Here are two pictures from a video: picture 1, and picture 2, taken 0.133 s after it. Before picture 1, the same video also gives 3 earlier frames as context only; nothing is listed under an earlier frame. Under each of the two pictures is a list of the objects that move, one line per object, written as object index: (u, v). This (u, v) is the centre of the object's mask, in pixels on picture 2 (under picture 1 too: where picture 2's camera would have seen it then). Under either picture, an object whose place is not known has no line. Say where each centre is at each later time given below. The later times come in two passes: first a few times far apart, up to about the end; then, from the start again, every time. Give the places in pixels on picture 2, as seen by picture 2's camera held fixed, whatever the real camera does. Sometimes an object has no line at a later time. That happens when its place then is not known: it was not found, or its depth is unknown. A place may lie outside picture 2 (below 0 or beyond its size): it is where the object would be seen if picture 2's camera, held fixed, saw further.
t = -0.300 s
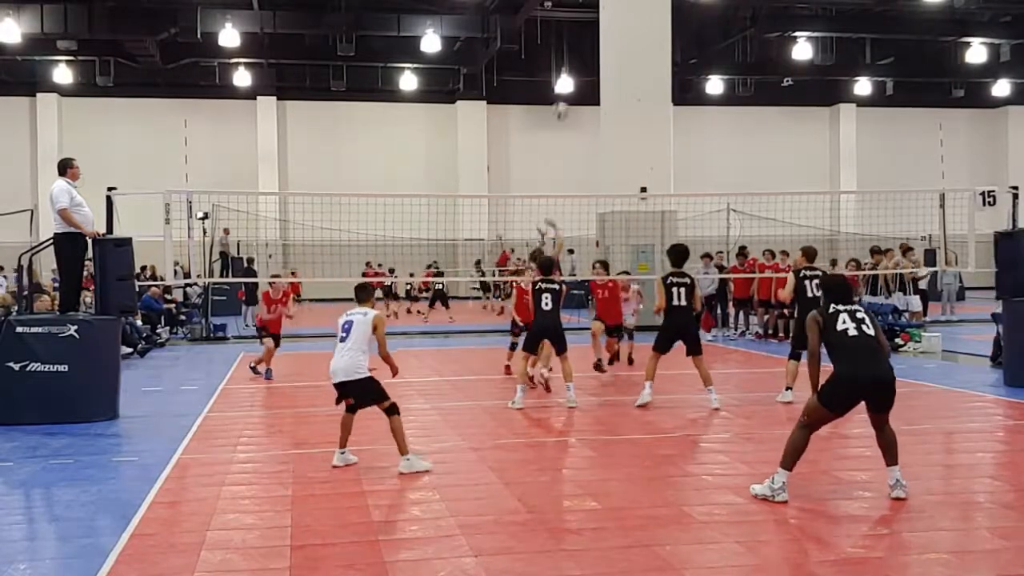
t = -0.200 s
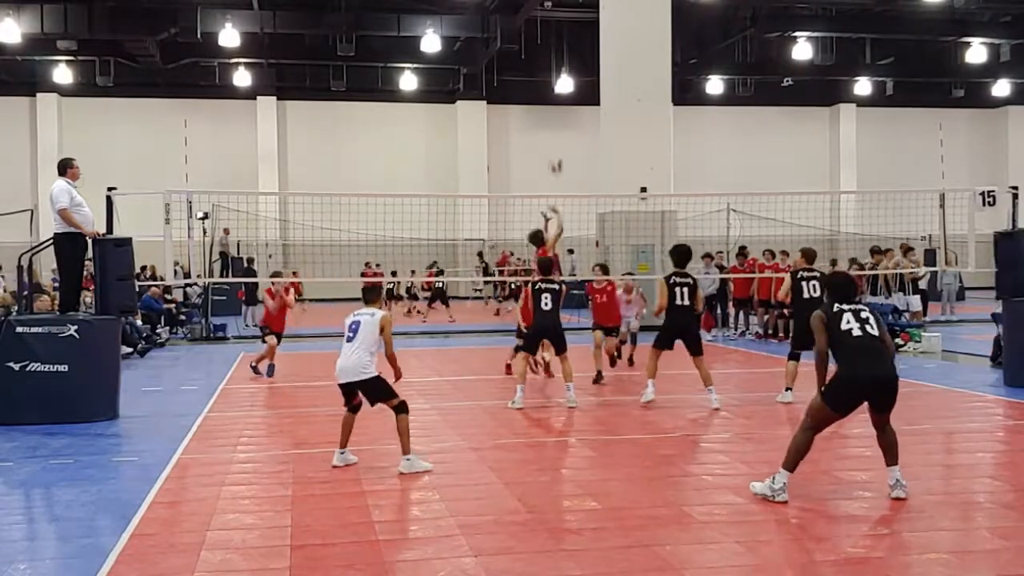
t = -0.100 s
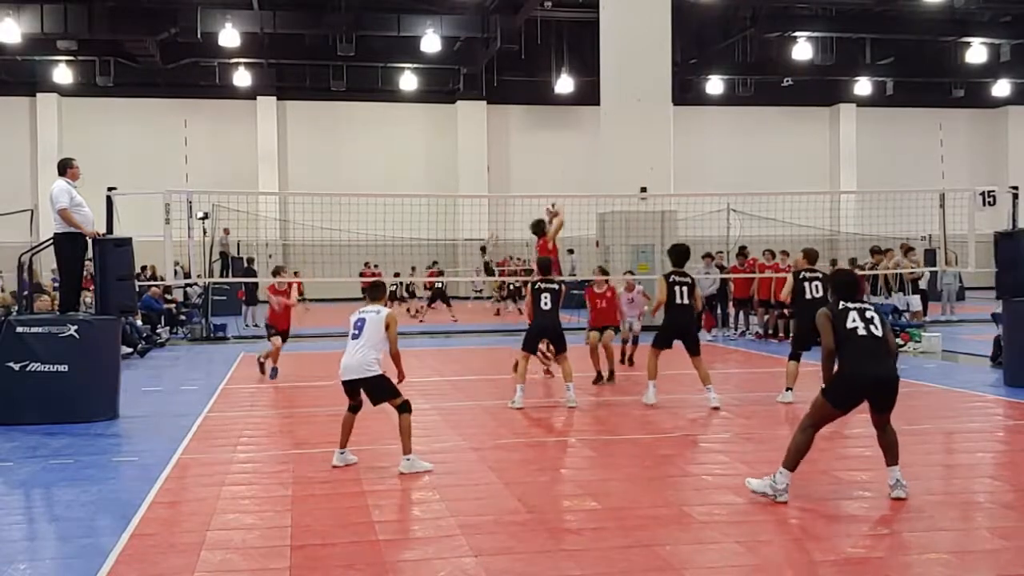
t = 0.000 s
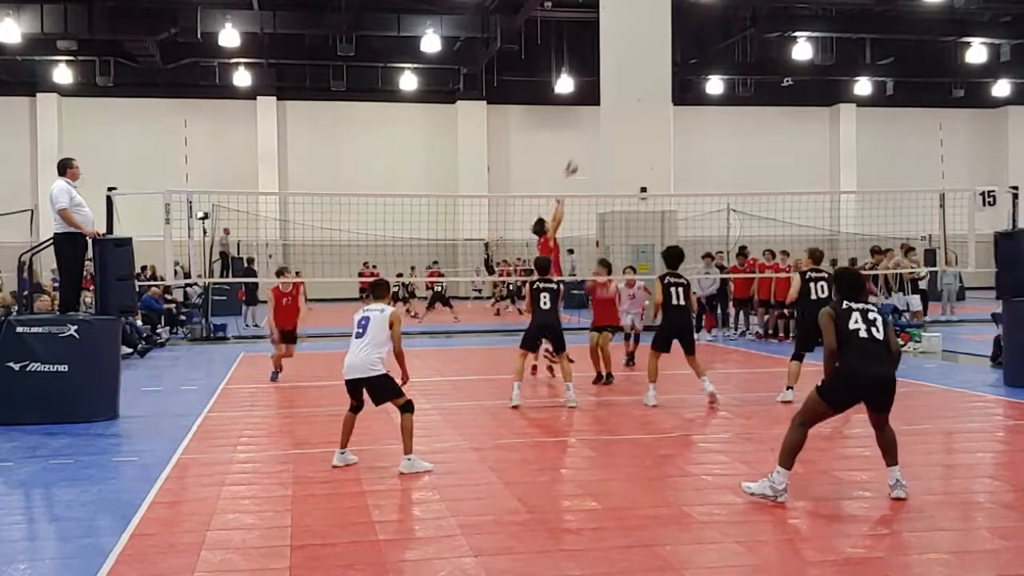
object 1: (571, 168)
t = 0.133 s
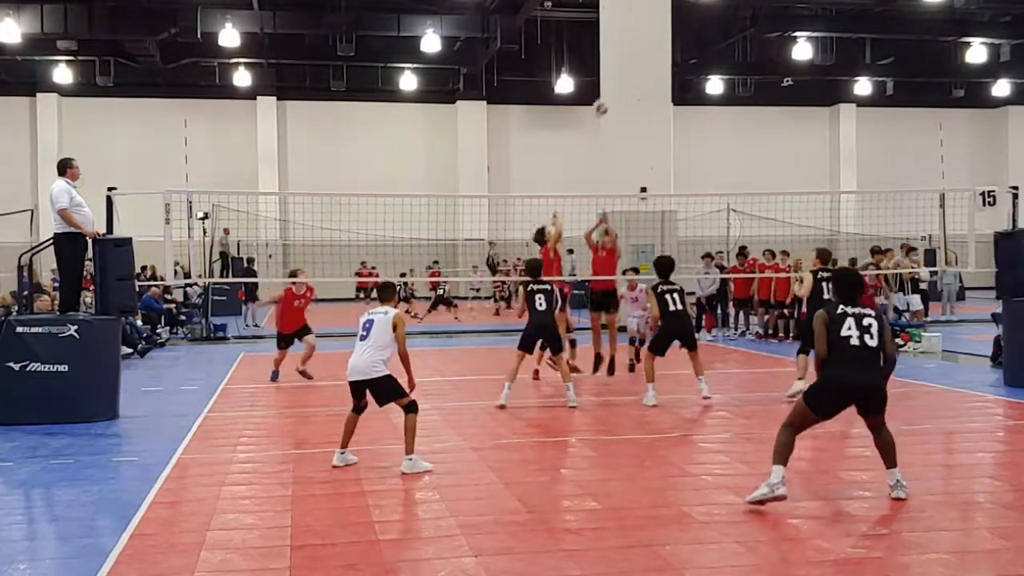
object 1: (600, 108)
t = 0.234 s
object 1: (624, 74)
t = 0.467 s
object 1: (676, 18)
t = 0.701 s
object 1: (726, 6)
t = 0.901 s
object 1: (770, 30)
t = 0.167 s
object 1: (608, 96)
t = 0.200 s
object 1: (616, 84)
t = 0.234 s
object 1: (624, 74)
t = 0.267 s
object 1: (631, 63)
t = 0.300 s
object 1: (639, 54)
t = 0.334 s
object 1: (645, 46)
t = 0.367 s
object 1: (653, 38)
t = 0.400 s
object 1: (660, 31)
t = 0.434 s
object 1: (669, 24)
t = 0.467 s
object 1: (676, 18)
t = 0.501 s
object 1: (682, 13)
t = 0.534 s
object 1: (689, 10)
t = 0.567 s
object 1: (696, 8)
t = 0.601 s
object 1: (704, 7)
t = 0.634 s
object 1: (711, 6)
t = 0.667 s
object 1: (718, 6)
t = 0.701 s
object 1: (726, 6)
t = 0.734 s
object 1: (733, 8)
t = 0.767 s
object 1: (740, 11)
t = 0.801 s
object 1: (748, 14)
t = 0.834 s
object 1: (755, 19)
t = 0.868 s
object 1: (762, 24)
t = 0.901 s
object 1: (770, 30)
